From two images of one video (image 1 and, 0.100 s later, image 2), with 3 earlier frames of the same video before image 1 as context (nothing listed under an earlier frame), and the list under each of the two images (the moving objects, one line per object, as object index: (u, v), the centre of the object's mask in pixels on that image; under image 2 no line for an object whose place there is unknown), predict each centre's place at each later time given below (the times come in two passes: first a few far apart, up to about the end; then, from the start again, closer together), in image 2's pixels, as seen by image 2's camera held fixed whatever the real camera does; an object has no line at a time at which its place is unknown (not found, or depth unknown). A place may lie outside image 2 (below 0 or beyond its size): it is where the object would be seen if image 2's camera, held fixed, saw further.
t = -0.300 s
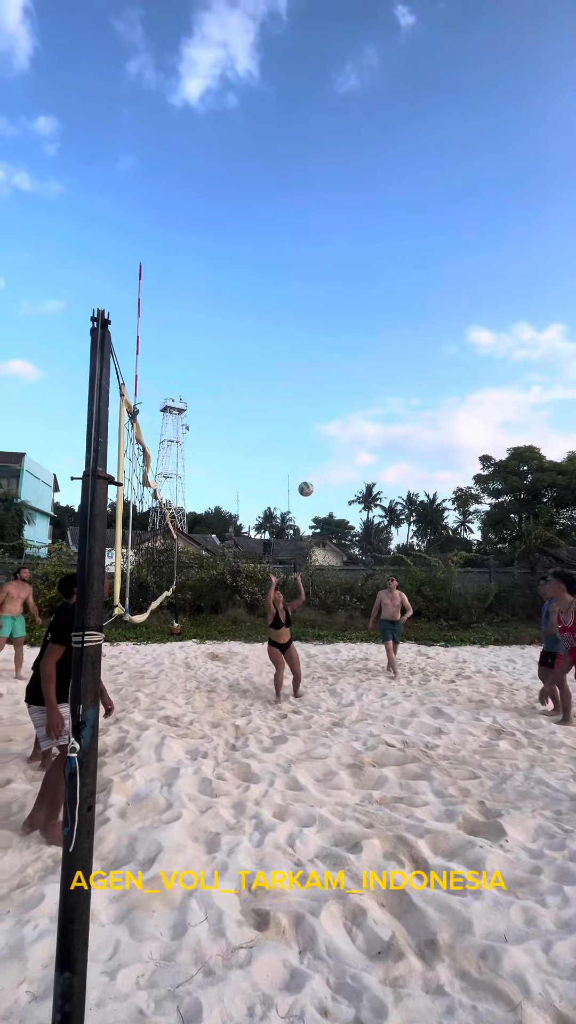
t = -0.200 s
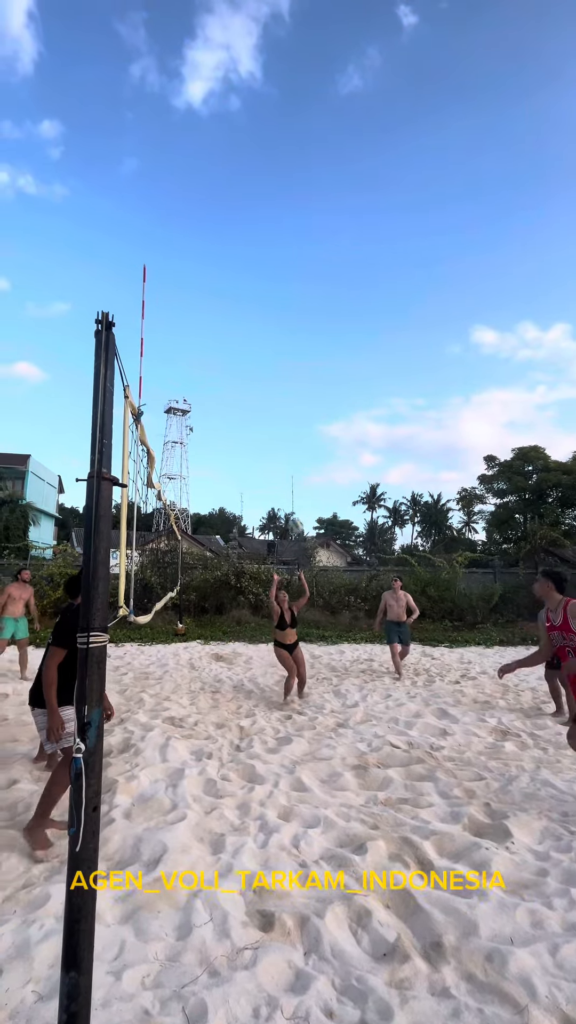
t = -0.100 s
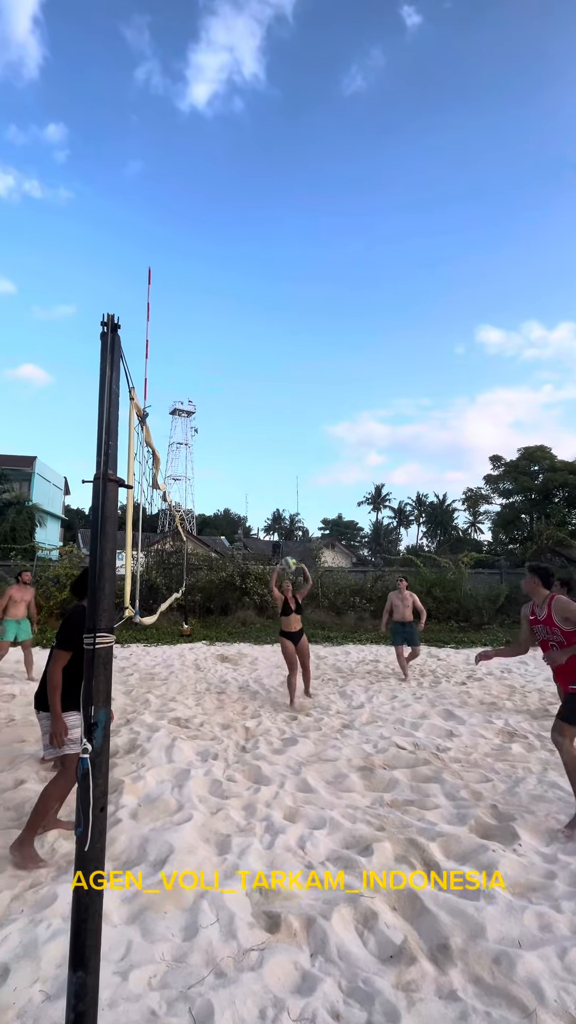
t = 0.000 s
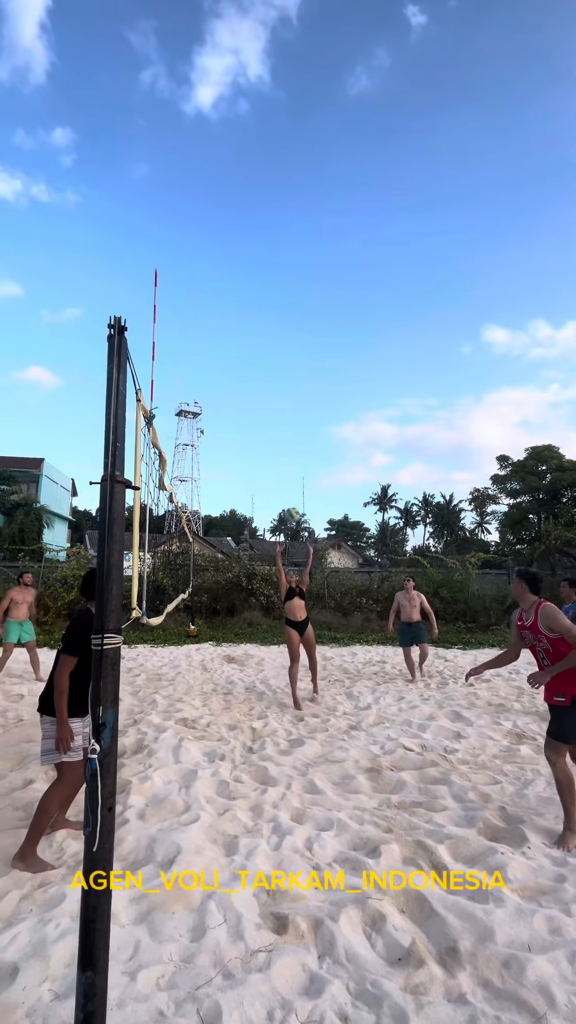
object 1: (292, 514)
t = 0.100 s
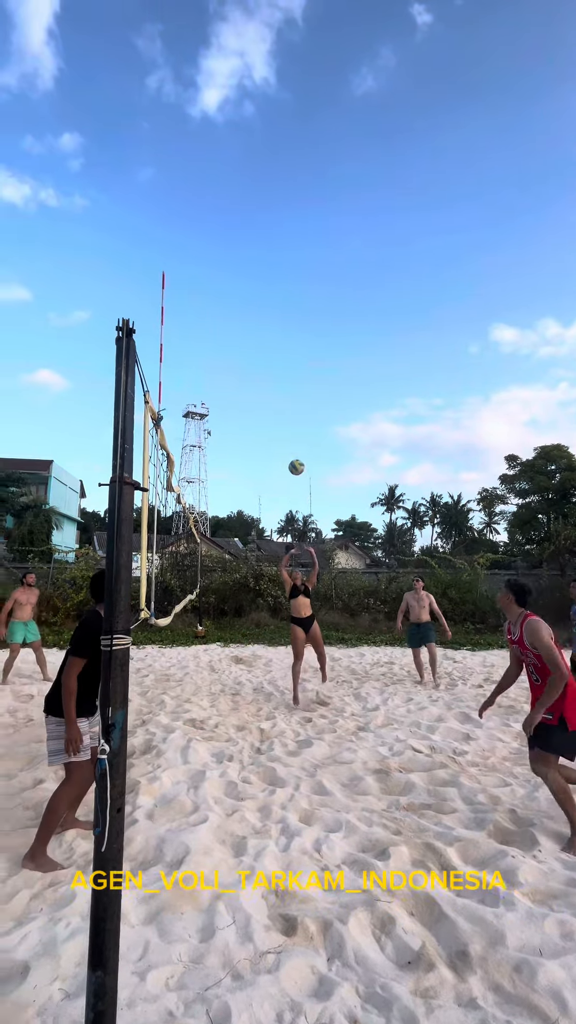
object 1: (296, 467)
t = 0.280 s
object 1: (291, 396)
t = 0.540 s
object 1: (284, 333)
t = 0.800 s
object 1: (277, 310)
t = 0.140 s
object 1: (295, 452)
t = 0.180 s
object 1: (294, 432)
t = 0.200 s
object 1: (293, 426)
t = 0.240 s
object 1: (293, 413)
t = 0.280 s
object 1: (291, 396)
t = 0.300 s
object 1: (291, 390)
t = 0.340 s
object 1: (290, 380)
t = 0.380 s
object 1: (288, 366)
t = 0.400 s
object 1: (288, 362)
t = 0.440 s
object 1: (287, 353)
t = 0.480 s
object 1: (285, 342)
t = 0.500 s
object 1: (285, 339)
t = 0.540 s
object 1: (284, 333)
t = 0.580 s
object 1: (283, 325)
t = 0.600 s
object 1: (282, 323)
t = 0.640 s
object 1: (281, 319)
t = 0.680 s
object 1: (280, 314)
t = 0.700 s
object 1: (280, 313)
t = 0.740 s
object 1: (279, 311)
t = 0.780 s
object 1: (277, 310)
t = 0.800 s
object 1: (277, 310)
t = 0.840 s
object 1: (276, 311)
